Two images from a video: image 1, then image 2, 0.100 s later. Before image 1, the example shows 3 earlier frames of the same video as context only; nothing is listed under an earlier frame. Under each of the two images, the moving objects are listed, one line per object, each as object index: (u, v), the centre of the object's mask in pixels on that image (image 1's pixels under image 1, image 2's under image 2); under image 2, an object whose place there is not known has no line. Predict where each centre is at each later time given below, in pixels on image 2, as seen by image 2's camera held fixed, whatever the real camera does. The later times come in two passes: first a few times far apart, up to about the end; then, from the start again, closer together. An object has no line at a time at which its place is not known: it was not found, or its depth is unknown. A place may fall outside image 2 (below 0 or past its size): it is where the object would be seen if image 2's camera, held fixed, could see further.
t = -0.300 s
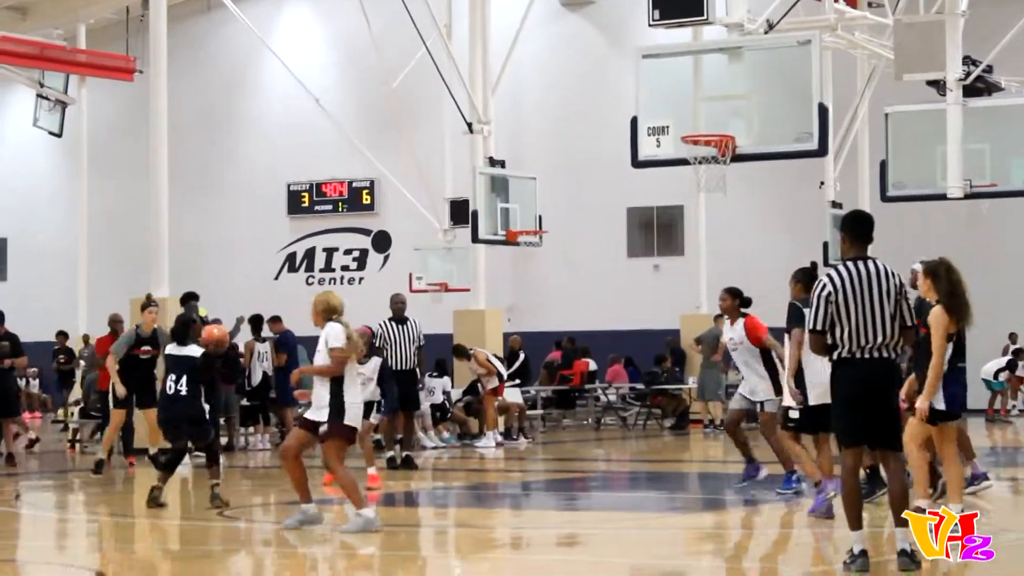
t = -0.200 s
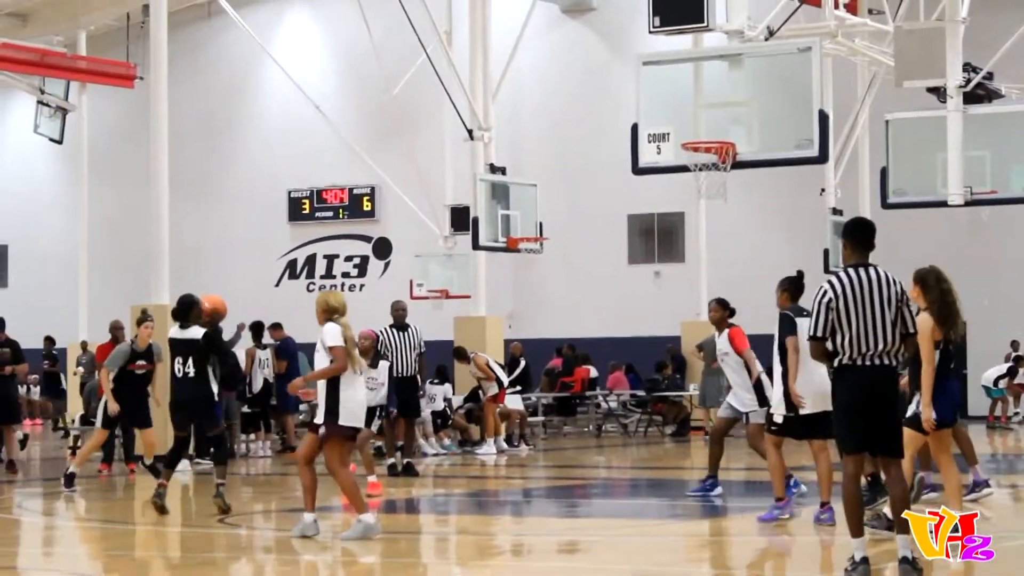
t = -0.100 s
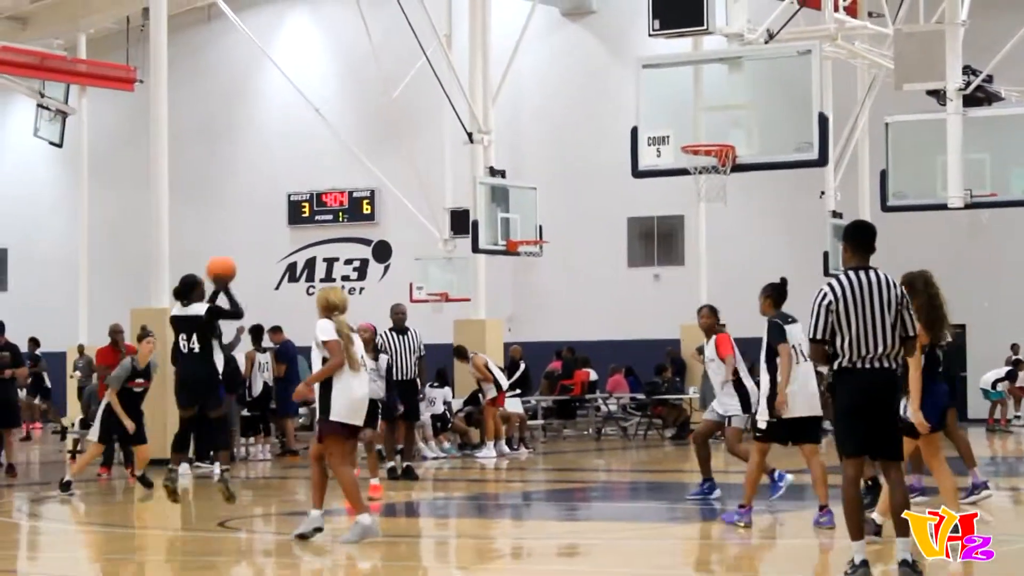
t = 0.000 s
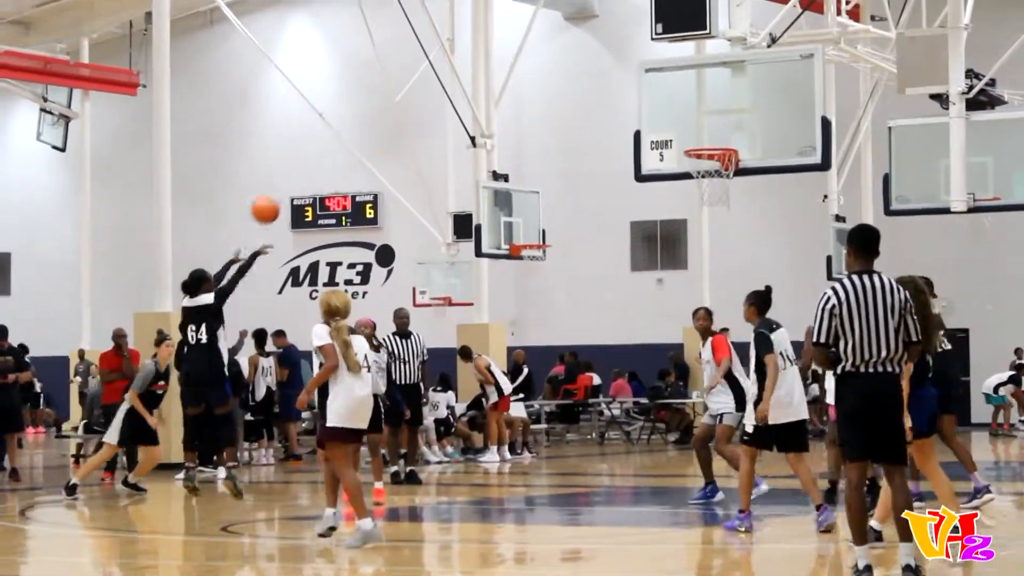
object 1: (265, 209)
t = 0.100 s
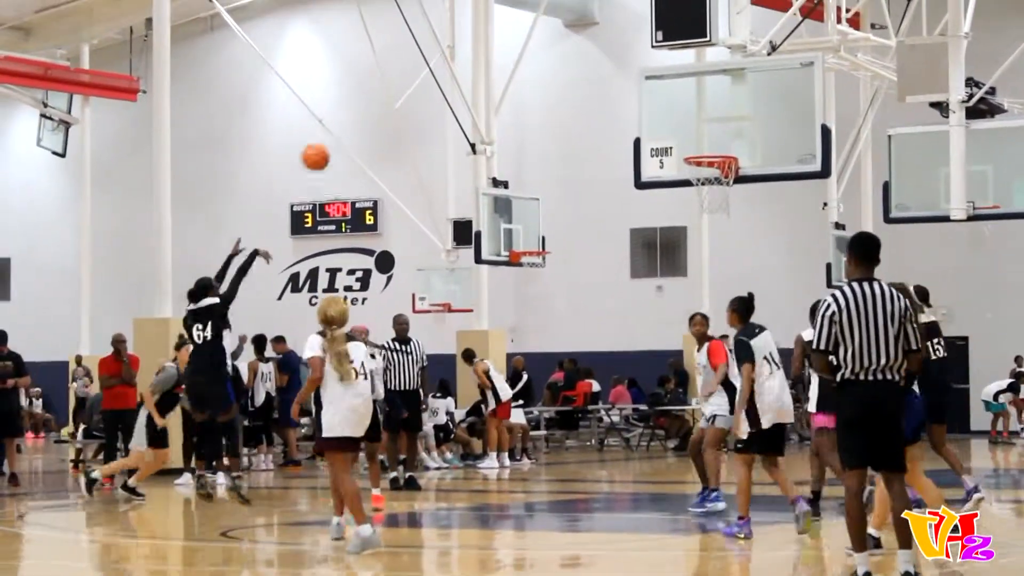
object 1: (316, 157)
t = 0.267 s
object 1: (397, 89)
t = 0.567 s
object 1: (532, 48)
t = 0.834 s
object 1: (644, 96)
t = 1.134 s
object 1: (750, 145)
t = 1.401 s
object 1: (838, 195)
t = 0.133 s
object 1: (333, 140)
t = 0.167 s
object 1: (348, 126)
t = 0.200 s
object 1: (366, 113)
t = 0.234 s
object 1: (381, 100)
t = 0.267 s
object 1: (397, 89)
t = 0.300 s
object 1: (412, 79)
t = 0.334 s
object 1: (428, 70)
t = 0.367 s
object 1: (443, 63)
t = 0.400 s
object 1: (458, 58)
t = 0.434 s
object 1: (473, 53)
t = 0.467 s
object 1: (487, 50)
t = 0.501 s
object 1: (502, 48)
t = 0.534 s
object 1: (517, 48)
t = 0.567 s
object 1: (532, 48)
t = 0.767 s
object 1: (617, 77)
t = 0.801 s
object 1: (630, 86)
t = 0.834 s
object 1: (644, 96)
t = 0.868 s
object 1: (658, 107)
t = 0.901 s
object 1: (671, 120)
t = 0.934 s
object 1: (684, 132)
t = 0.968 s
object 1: (697, 146)
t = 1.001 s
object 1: (708, 146)
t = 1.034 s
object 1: (719, 146)
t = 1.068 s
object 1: (728, 146)
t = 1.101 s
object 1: (738, 145)
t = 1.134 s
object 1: (750, 145)
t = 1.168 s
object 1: (762, 146)
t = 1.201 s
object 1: (772, 151)
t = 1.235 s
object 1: (783, 155)
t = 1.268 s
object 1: (793, 161)
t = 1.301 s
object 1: (805, 168)
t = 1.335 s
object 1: (817, 175)
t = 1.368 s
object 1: (827, 184)
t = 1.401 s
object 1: (838, 195)
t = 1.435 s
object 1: (849, 208)
